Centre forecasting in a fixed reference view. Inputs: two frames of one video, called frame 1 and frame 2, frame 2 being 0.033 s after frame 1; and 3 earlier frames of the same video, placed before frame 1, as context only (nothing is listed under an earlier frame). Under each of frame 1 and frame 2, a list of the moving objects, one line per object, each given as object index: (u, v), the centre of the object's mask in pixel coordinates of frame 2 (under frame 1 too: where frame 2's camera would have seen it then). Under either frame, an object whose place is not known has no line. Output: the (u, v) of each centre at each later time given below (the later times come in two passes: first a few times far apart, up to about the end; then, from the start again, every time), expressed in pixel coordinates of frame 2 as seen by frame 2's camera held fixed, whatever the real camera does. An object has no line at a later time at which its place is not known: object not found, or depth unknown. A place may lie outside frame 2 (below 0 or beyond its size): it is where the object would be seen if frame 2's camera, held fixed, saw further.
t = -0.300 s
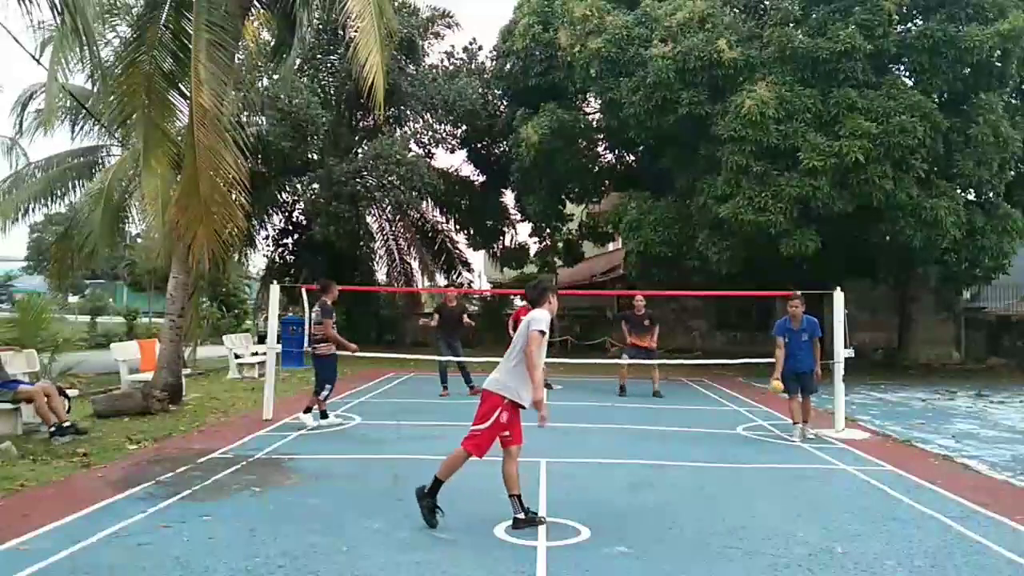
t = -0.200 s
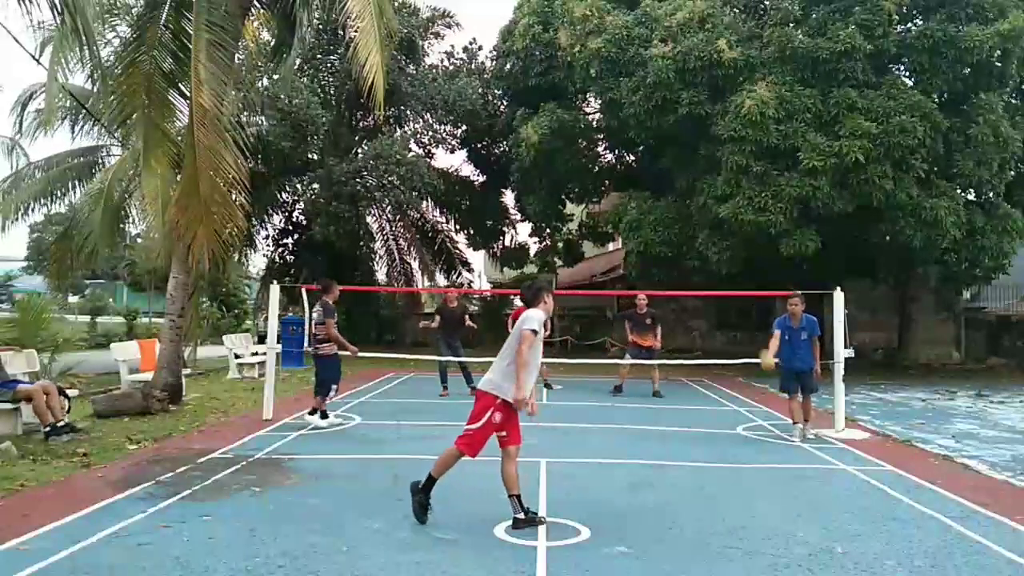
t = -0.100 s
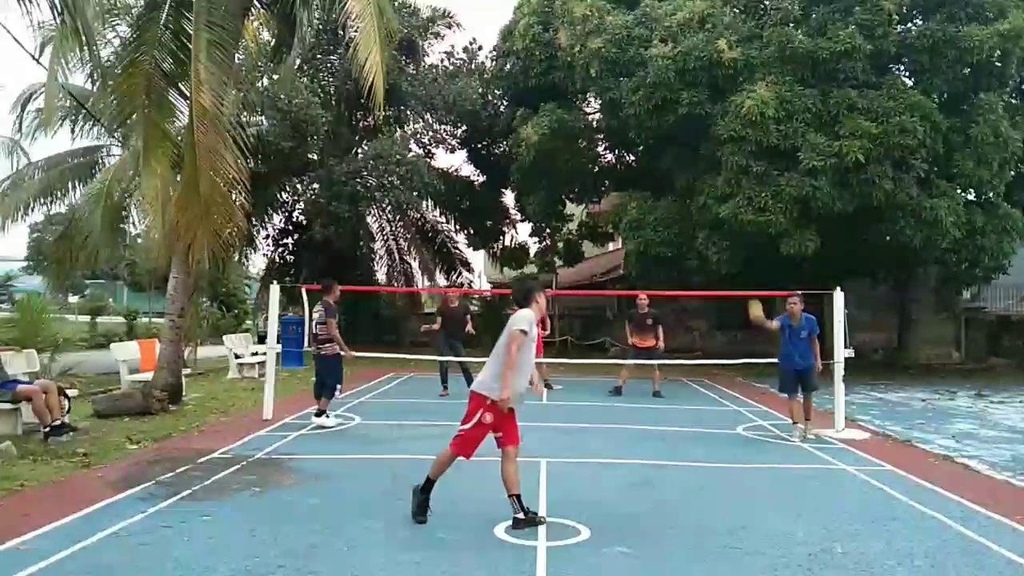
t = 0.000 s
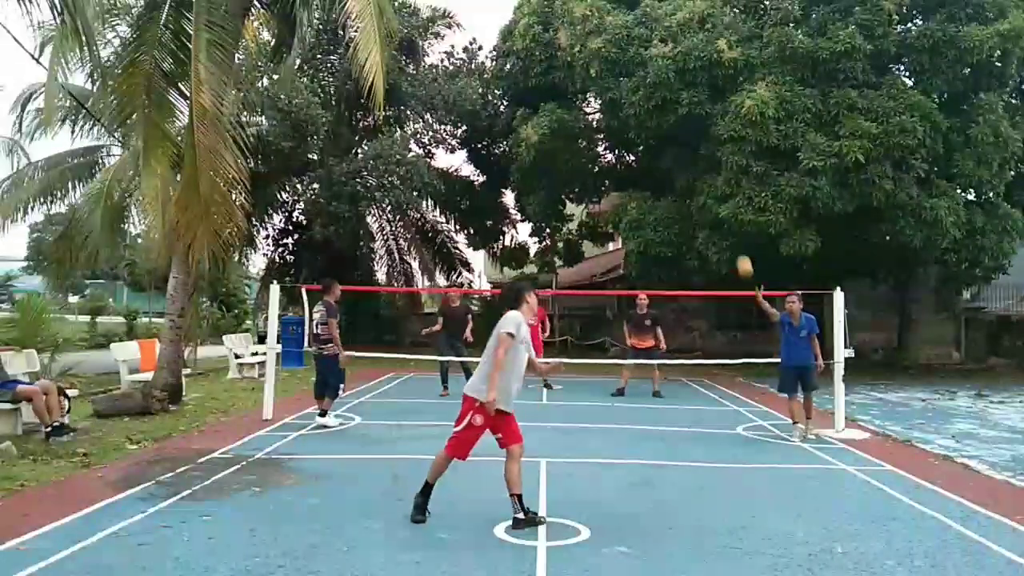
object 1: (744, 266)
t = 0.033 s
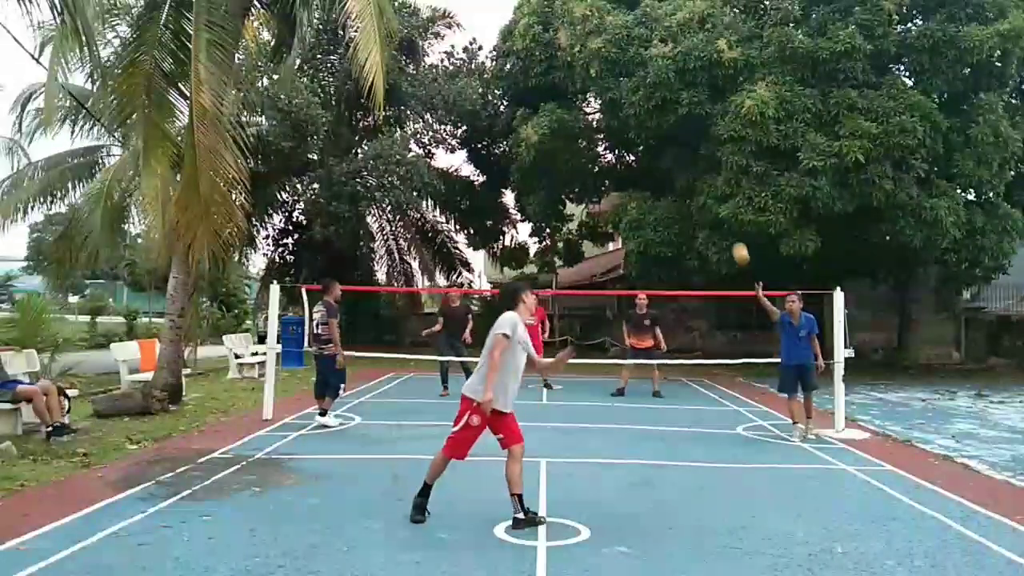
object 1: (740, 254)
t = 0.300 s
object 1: (706, 182)
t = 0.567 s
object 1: (664, 190)
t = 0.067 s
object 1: (737, 241)
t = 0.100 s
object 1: (732, 230)
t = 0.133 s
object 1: (728, 220)
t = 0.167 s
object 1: (724, 210)
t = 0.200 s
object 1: (720, 202)
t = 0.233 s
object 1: (715, 195)
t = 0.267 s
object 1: (711, 188)
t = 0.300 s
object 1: (706, 182)
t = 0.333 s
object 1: (701, 179)
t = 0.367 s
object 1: (696, 176)
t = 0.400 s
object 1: (691, 175)
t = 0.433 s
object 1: (686, 175)
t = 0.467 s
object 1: (681, 177)
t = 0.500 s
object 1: (675, 180)
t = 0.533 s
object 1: (670, 184)
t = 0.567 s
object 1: (664, 190)
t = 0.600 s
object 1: (658, 197)
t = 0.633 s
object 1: (652, 207)
